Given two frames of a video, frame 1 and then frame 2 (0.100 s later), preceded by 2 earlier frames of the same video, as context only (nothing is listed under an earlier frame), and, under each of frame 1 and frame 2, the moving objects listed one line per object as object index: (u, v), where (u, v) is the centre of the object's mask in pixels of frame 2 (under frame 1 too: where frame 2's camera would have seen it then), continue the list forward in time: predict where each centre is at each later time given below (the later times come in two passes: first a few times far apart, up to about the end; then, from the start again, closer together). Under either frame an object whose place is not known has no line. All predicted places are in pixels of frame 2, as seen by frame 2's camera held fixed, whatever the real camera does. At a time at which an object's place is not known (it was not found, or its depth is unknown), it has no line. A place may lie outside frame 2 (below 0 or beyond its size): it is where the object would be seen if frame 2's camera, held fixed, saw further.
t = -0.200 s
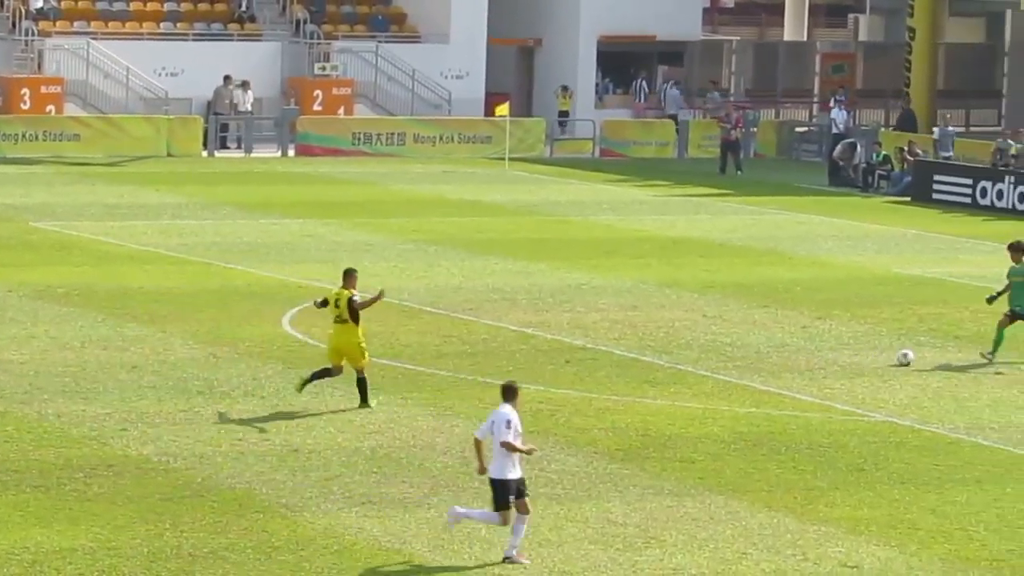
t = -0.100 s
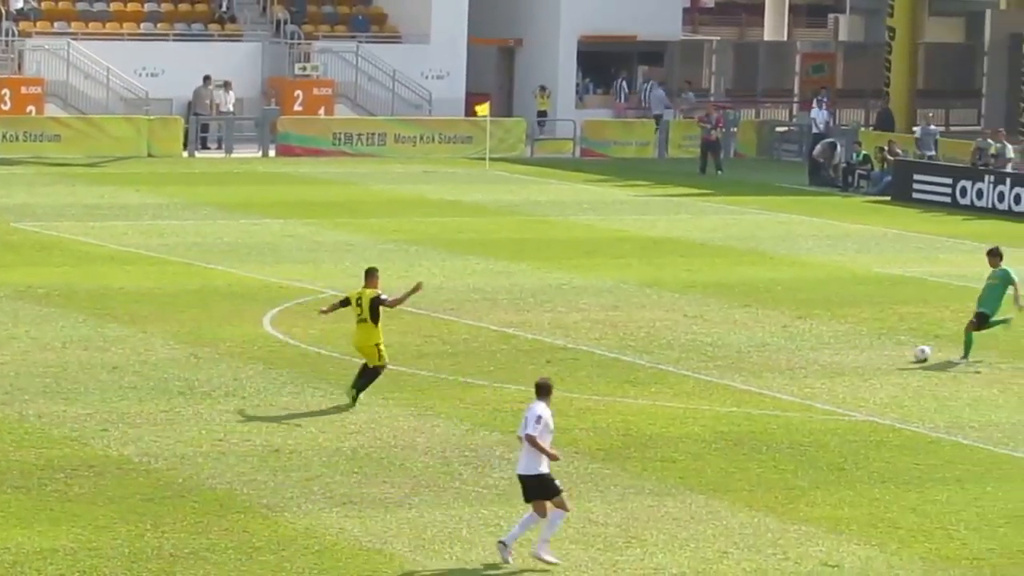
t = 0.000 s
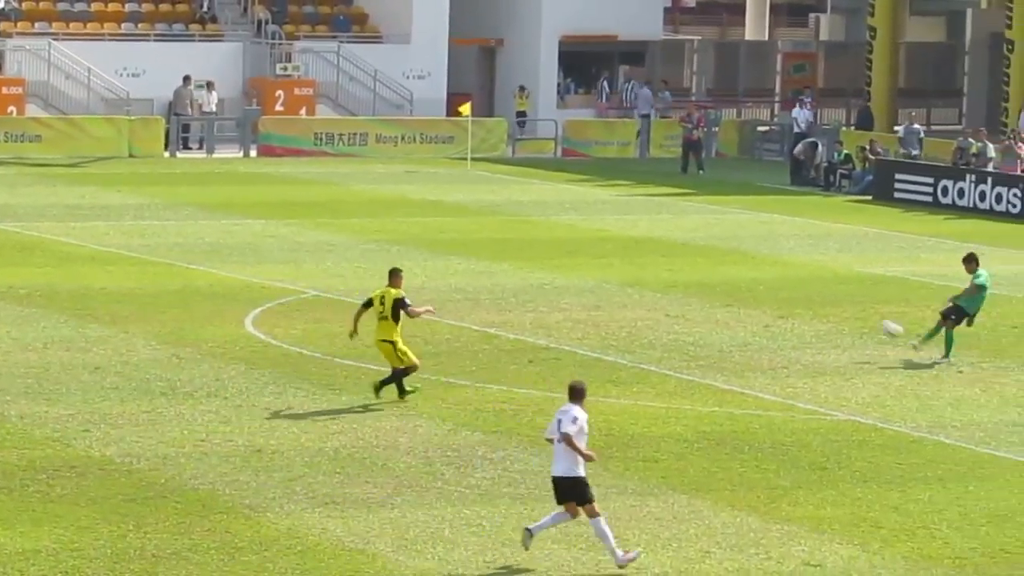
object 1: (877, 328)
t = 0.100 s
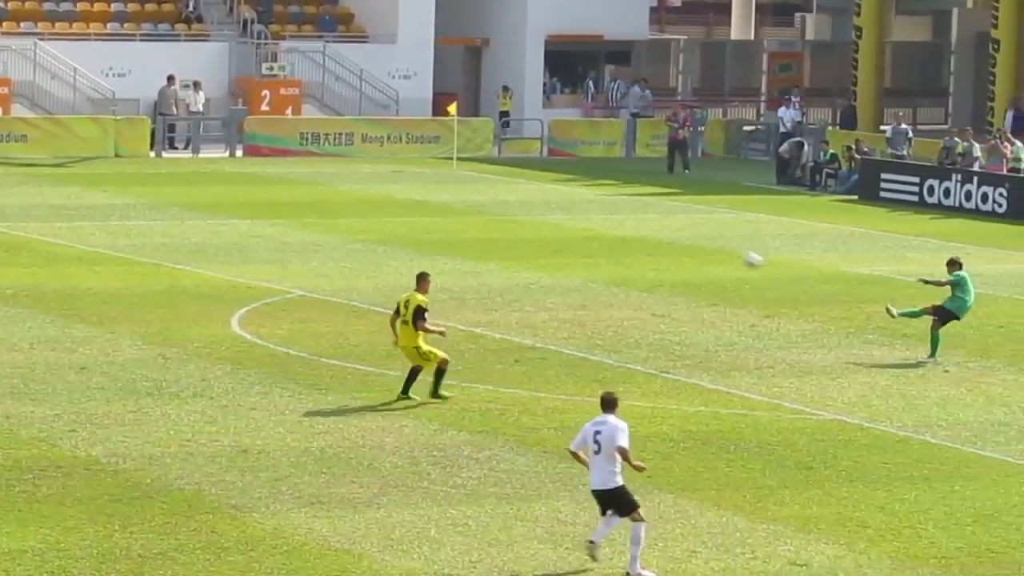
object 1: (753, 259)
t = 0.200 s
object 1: (632, 194)
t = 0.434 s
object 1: (369, 57)
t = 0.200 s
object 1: (632, 194)
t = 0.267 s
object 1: (555, 152)
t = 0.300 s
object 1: (518, 131)
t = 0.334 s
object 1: (479, 110)
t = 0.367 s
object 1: (443, 94)
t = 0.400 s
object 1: (406, 75)
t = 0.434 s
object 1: (369, 57)
